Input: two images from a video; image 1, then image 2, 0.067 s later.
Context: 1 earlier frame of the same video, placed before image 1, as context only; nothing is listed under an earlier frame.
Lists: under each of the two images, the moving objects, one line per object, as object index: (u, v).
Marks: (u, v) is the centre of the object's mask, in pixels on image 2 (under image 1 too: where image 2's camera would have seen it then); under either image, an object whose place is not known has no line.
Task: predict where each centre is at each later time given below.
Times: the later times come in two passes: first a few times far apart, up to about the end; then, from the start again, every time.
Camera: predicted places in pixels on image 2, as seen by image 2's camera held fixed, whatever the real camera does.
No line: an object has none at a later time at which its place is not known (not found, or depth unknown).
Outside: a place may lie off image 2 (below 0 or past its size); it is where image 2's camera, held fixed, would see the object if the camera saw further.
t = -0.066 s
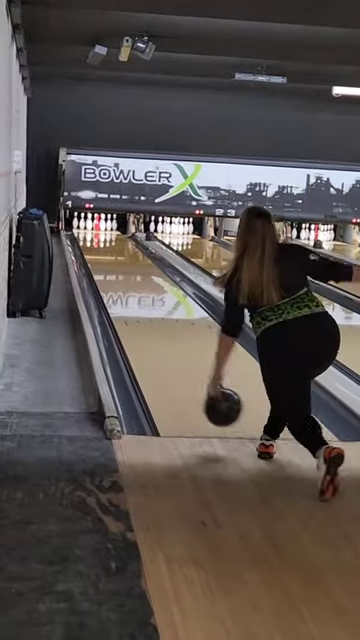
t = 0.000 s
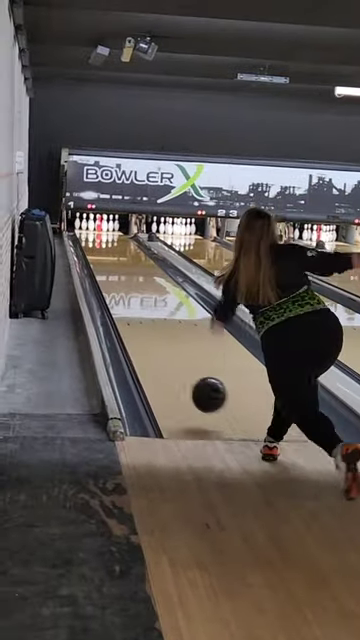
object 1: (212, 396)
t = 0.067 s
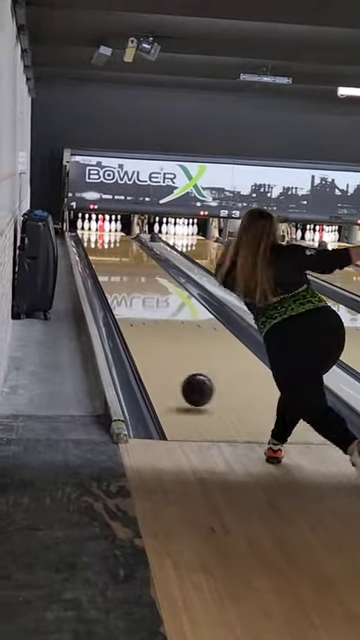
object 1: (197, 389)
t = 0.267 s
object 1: (165, 348)
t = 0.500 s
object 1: (141, 314)
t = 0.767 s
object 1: (123, 288)
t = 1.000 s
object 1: (113, 272)
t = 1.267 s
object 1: (104, 259)
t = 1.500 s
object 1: (99, 249)
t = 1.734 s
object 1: (96, 241)
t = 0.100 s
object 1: (191, 384)
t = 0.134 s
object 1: (185, 376)
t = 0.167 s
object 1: (180, 369)
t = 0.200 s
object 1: (174, 361)
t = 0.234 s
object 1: (170, 355)
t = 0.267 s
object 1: (165, 348)
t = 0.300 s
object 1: (161, 342)
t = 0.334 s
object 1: (157, 337)
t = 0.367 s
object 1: (154, 332)
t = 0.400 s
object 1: (150, 327)
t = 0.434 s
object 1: (147, 323)
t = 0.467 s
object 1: (144, 319)
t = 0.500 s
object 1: (141, 314)
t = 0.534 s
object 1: (138, 310)
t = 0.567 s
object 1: (136, 307)
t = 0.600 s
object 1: (133, 303)
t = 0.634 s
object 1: (131, 300)
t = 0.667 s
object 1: (129, 297)
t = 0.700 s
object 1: (127, 294)
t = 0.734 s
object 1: (125, 291)
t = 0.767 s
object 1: (123, 288)
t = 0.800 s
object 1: (121, 285)
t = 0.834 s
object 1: (120, 283)
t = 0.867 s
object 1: (118, 280)
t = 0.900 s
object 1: (116, 278)
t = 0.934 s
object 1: (115, 276)
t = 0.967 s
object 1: (114, 274)
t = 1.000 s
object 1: (113, 272)
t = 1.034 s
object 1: (111, 270)
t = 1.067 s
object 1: (110, 268)
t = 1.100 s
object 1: (109, 267)
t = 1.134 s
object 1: (107, 265)
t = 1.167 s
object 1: (107, 263)
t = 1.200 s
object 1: (106, 261)
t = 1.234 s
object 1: (105, 260)
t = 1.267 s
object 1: (104, 259)
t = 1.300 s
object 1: (103, 257)
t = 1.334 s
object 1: (102, 255)
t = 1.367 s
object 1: (101, 254)
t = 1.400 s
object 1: (100, 252)
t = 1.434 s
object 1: (100, 251)
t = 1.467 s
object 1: (100, 250)
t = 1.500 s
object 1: (99, 249)
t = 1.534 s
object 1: (98, 248)
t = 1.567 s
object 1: (98, 246)
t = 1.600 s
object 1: (98, 245)
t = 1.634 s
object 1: (97, 244)
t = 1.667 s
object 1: (97, 243)
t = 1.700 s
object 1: (96, 242)
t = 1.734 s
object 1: (96, 241)
